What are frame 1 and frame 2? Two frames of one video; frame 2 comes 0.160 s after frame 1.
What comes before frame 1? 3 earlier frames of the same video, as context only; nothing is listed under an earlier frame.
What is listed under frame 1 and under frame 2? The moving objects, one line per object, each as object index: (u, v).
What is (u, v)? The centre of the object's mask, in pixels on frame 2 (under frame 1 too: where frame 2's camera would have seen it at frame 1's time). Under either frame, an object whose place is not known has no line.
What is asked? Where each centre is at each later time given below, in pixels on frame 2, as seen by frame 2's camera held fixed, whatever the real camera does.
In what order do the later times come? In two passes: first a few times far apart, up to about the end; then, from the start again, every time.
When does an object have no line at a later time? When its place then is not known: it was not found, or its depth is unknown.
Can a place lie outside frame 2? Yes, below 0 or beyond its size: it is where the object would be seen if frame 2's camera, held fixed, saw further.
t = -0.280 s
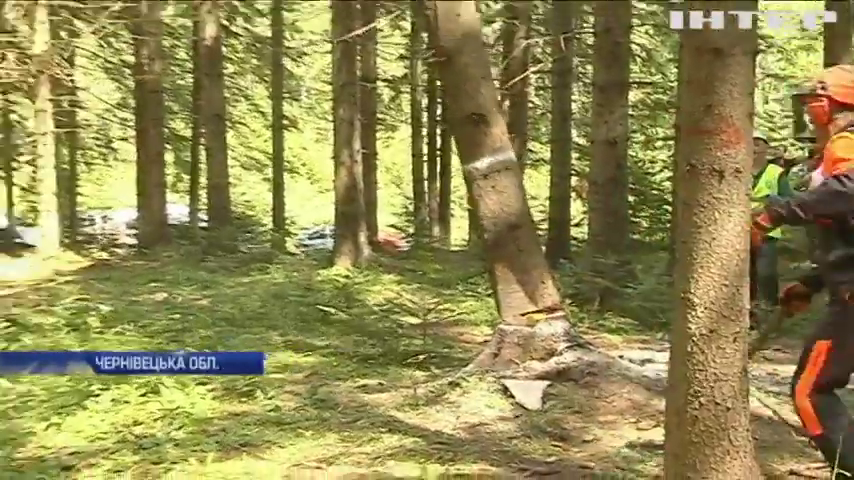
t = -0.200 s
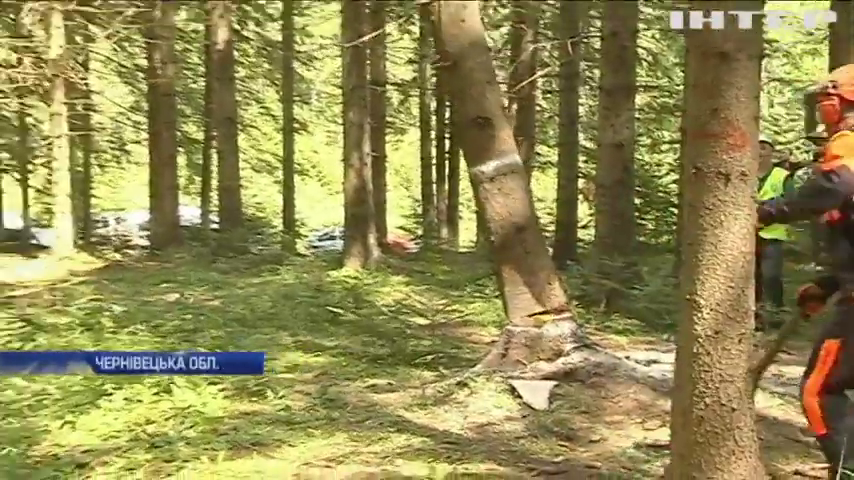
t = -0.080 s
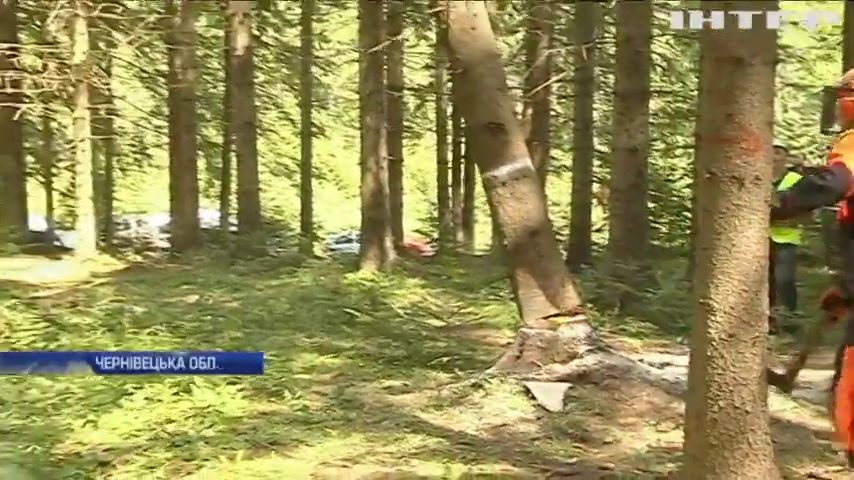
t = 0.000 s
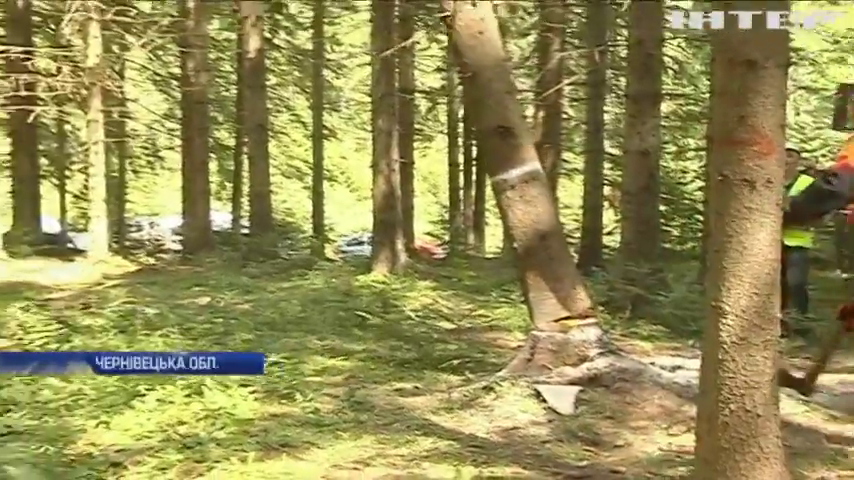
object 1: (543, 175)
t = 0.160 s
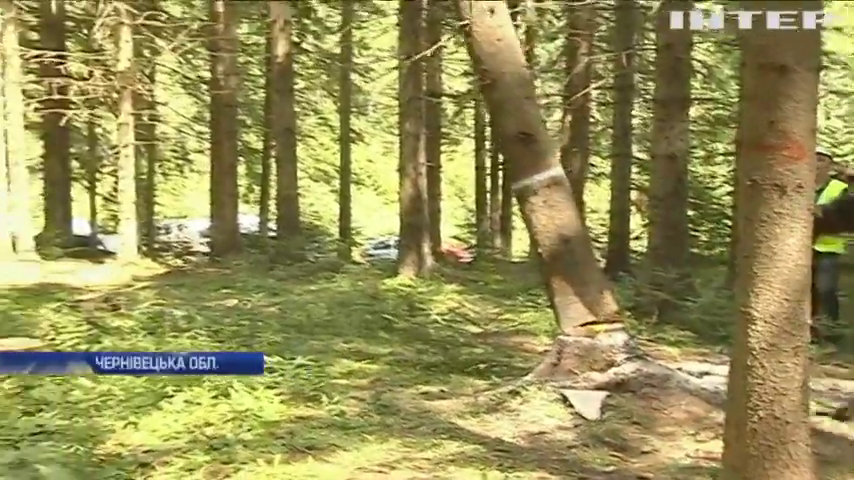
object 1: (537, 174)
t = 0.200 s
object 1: (536, 173)
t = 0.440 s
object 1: (525, 170)
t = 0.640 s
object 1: (519, 174)
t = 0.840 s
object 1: (504, 167)
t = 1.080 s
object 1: (488, 167)
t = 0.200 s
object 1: (536, 173)
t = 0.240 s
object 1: (534, 172)
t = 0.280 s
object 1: (532, 172)
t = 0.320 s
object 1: (530, 171)
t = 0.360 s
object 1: (529, 171)
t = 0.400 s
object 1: (527, 171)
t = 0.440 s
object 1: (525, 170)
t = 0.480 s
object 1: (524, 170)
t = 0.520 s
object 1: (523, 170)
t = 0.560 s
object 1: (521, 171)
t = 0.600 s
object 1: (519, 170)
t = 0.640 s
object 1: (519, 174)
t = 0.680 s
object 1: (518, 175)
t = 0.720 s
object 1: (509, 165)
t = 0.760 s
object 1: (508, 166)
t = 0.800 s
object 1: (506, 166)
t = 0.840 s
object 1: (504, 167)
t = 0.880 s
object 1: (501, 166)
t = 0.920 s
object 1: (498, 166)
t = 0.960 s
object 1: (496, 166)
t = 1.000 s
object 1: (493, 166)
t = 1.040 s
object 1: (490, 165)
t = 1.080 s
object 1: (488, 167)
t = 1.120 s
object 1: (485, 168)
